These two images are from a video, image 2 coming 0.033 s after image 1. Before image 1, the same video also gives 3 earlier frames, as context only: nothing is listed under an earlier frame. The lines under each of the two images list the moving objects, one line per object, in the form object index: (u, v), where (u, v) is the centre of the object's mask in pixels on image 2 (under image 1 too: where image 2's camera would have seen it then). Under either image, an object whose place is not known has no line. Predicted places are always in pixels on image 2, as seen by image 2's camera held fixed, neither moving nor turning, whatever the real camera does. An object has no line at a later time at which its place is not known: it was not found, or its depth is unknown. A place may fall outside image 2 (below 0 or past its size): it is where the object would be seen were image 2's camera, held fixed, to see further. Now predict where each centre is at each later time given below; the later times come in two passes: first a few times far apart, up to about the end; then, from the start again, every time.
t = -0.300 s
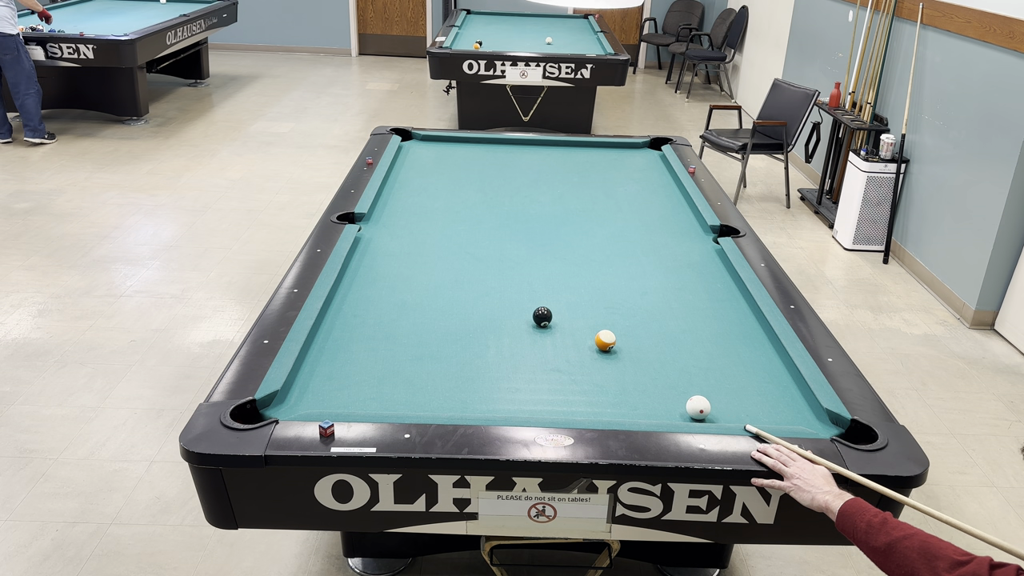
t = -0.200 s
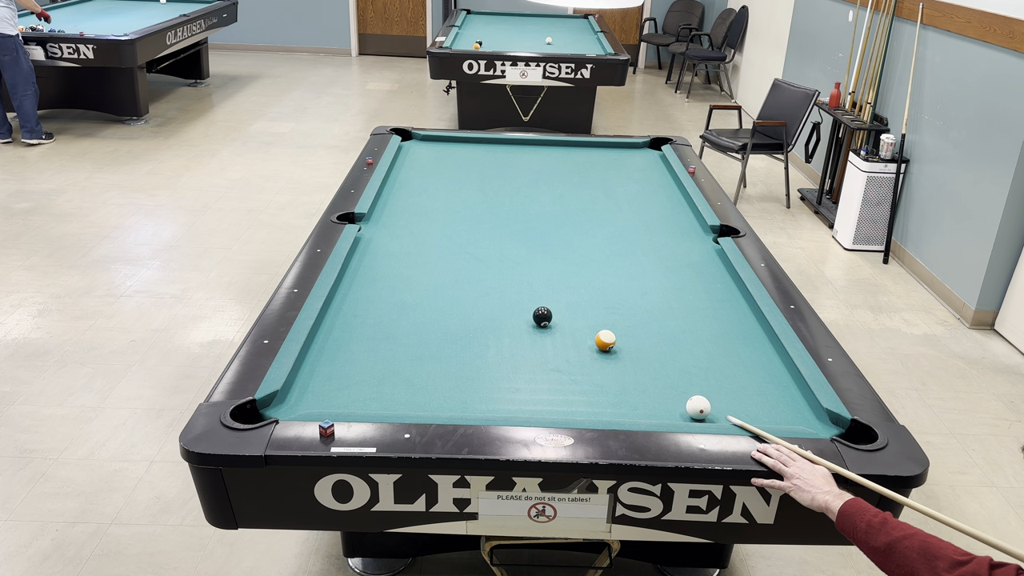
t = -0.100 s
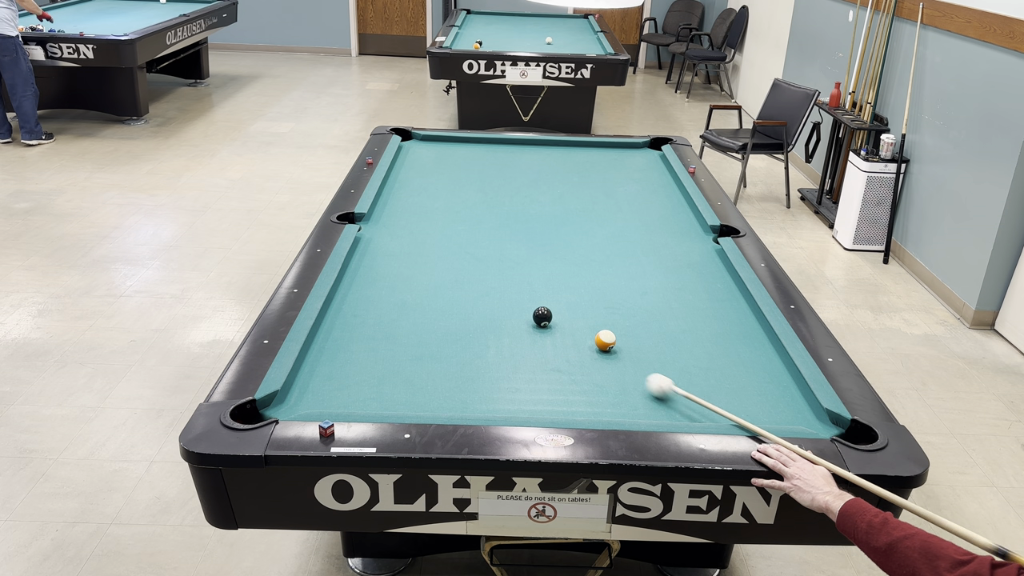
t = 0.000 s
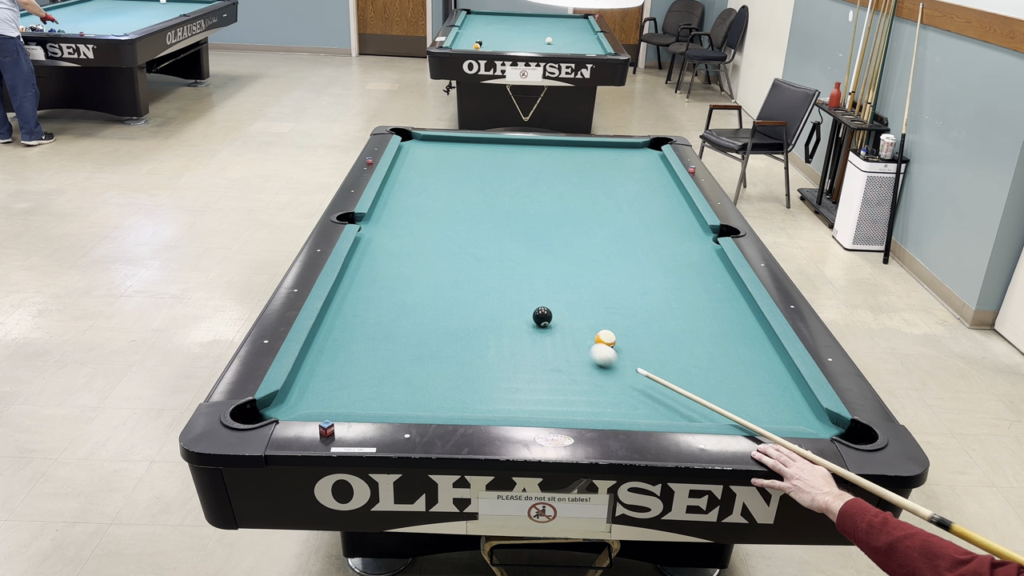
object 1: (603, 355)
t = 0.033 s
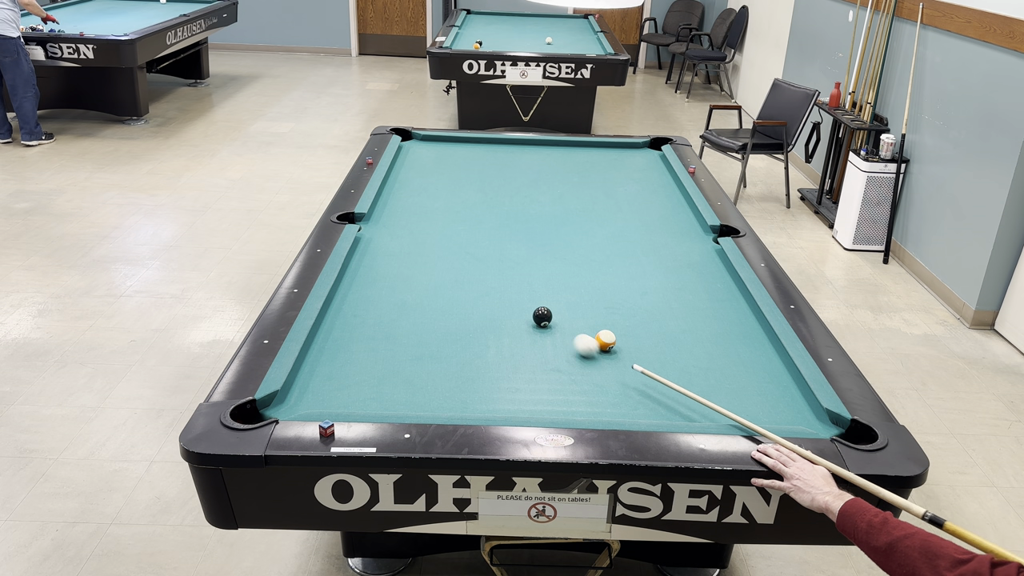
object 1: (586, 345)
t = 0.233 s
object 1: (514, 326)
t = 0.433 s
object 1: (454, 319)
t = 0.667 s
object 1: (387, 310)
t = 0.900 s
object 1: (338, 302)
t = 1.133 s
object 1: (369, 302)
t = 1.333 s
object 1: (393, 301)
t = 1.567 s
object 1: (420, 301)
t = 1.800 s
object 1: (445, 300)
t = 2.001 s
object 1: (465, 301)
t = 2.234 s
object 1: (487, 301)
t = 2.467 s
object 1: (508, 300)
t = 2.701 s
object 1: (527, 301)
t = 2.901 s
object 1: (542, 301)
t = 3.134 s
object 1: (558, 301)
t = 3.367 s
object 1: (572, 301)
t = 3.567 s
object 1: (584, 301)
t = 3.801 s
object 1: (595, 301)
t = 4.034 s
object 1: (605, 300)
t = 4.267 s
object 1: (613, 299)
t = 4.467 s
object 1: (619, 299)
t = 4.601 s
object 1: (623, 299)
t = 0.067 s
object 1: (569, 337)
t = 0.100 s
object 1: (554, 328)
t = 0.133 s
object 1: (542, 325)
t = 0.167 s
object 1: (533, 326)
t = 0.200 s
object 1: (524, 326)
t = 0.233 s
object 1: (514, 326)
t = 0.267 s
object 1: (504, 325)
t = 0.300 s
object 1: (494, 324)
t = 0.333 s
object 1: (484, 322)
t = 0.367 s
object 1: (474, 321)
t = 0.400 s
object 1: (464, 320)
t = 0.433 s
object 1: (454, 319)
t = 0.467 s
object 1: (444, 317)
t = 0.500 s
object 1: (434, 316)
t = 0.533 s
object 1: (425, 315)
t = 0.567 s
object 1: (415, 313)
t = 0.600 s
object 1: (406, 312)
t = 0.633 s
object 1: (396, 311)
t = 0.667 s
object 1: (387, 310)
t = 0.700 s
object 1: (378, 309)
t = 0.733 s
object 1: (368, 307)
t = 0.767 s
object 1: (359, 306)
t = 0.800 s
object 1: (350, 305)
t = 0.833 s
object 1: (341, 304)
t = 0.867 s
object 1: (333, 303)
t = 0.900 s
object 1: (338, 302)
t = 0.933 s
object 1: (343, 303)
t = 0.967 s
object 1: (348, 302)
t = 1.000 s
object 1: (352, 302)
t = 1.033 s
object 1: (356, 302)
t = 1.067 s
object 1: (361, 302)
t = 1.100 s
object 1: (365, 302)
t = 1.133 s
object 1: (369, 302)
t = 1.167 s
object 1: (373, 302)
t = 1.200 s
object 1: (377, 302)
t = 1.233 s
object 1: (381, 302)
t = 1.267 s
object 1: (385, 302)
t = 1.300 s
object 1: (389, 302)
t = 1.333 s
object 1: (393, 301)
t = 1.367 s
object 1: (397, 302)
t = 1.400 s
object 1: (401, 301)
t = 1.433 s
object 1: (405, 301)
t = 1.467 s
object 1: (409, 301)
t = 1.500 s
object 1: (412, 301)
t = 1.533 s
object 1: (416, 301)
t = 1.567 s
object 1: (420, 301)
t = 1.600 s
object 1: (424, 301)
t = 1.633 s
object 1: (427, 301)
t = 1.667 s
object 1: (431, 301)
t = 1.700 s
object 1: (434, 301)
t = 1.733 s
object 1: (438, 301)
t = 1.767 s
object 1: (442, 301)
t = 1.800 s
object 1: (445, 300)
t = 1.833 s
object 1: (449, 300)
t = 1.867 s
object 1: (452, 301)
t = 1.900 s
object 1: (455, 301)
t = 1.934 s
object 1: (459, 301)
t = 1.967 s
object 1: (462, 300)
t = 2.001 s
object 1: (465, 301)
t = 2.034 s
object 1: (468, 301)
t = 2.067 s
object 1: (472, 301)
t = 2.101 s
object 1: (475, 301)
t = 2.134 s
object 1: (478, 301)
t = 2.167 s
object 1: (481, 301)
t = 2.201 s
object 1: (484, 301)
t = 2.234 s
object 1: (487, 301)
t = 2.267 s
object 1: (490, 301)
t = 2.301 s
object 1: (493, 301)
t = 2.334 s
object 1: (496, 300)
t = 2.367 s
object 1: (499, 301)
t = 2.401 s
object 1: (502, 300)
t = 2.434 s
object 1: (505, 301)
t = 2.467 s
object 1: (508, 300)
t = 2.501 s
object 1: (511, 301)
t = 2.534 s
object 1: (513, 301)
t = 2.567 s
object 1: (516, 301)
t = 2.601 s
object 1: (519, 301)
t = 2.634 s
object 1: (522, 301)
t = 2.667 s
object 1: (524, 301)
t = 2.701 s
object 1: (527, 301)
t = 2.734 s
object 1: (530, 301)
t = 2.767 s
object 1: (532, 301)
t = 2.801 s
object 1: (535, 301)
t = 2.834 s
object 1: (537, 301)
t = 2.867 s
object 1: (540, 301)
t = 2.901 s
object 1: (542, 301)
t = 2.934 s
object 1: (544, 301)
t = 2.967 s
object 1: (547, 301)
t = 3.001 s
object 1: (549, 301)
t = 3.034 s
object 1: (551, 301)
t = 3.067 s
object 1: (554, 301)
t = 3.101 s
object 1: (556, 301)
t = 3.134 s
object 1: (558, 301)
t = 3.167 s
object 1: (560, 301)
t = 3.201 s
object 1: (562, 301)
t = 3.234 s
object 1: (565, 301)
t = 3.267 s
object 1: (567, 301)
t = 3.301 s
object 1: (569, 301)
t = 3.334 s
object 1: (571, 301)
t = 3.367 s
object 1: (572, 301)
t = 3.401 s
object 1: (575, 301)
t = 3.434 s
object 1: (576, 301)
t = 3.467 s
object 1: (578, 301)
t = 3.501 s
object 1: (580, 301)
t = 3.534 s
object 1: (582, 301)
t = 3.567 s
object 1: (584, 301)
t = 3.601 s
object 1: (585, 301)
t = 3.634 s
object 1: (587, 301)
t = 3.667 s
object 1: (589, 301)
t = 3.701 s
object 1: (591, 301)
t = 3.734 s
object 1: (592, 301)
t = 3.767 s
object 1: (594, 301)
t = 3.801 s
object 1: (595, 301)
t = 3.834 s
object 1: (597, 301)
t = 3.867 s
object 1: (598, 300)
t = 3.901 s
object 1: (600, 300)
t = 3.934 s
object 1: (601, 300)
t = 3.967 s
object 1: (602, 300)
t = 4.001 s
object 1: (604, 300)
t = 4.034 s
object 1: (605, 300)
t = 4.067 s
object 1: (606, 300)
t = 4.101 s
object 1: (608, 300)
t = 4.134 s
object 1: (609, 300)
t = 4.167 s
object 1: (610, 300)
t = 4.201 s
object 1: (611, 300)
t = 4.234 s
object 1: (612, 300)
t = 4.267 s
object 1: (613, 299)
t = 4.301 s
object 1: (615, 299)
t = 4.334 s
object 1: (616, 299)
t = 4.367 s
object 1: (616, 299)
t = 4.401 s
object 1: (617, 299)
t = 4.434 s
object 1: (619, 299)
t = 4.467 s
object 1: (619, 299)
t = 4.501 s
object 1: (620, 299)
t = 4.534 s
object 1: (621, 299)
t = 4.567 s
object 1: (622, 299)
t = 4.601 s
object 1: (623, 299)
